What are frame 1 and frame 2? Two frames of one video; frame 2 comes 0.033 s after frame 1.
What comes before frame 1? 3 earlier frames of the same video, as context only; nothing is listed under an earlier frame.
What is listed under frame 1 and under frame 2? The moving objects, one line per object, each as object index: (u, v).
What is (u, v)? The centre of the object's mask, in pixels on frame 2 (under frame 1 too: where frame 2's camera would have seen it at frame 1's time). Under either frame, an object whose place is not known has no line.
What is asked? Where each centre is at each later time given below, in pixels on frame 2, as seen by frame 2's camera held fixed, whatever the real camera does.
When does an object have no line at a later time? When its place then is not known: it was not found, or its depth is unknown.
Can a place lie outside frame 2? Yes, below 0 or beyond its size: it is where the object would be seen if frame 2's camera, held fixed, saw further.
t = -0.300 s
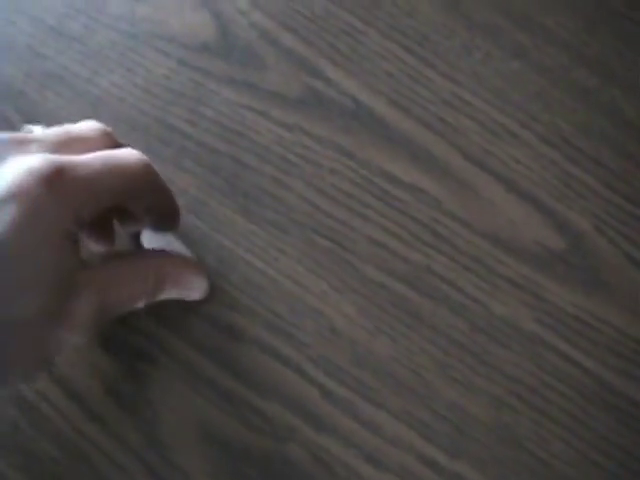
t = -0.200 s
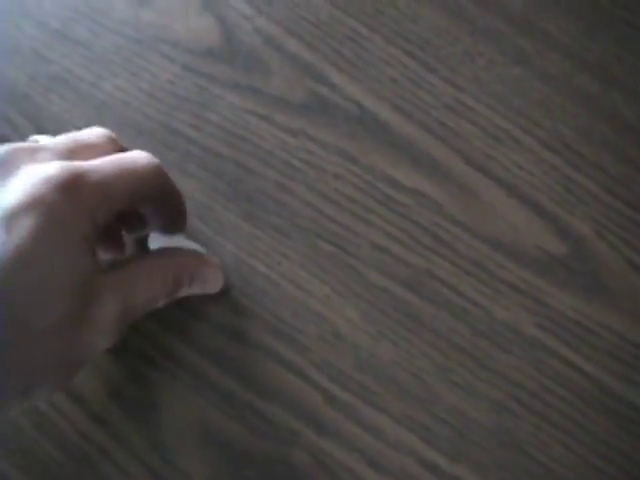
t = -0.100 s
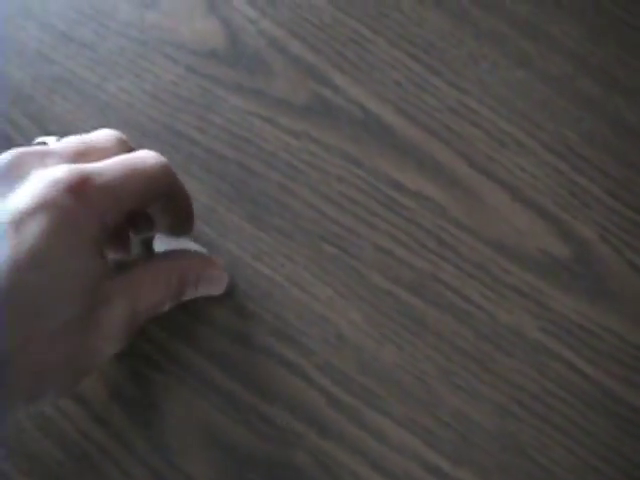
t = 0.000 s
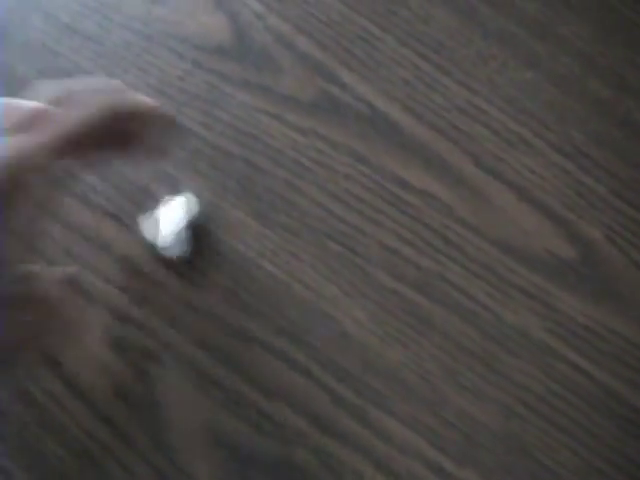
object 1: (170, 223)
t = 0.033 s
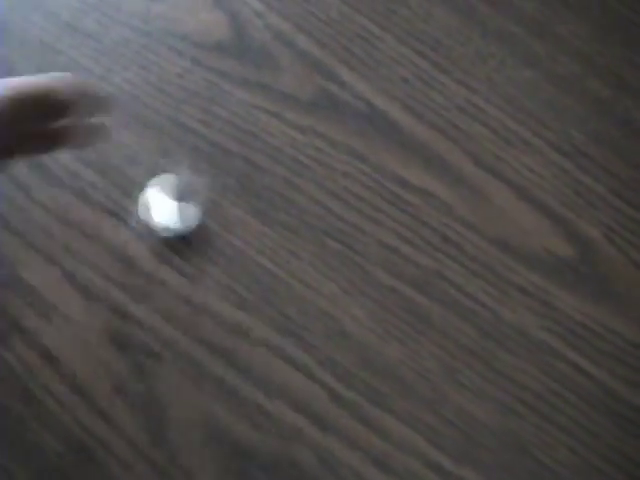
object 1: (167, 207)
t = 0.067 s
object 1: (157, 198)
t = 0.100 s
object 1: (155, 186)
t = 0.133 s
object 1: (151, 176)
